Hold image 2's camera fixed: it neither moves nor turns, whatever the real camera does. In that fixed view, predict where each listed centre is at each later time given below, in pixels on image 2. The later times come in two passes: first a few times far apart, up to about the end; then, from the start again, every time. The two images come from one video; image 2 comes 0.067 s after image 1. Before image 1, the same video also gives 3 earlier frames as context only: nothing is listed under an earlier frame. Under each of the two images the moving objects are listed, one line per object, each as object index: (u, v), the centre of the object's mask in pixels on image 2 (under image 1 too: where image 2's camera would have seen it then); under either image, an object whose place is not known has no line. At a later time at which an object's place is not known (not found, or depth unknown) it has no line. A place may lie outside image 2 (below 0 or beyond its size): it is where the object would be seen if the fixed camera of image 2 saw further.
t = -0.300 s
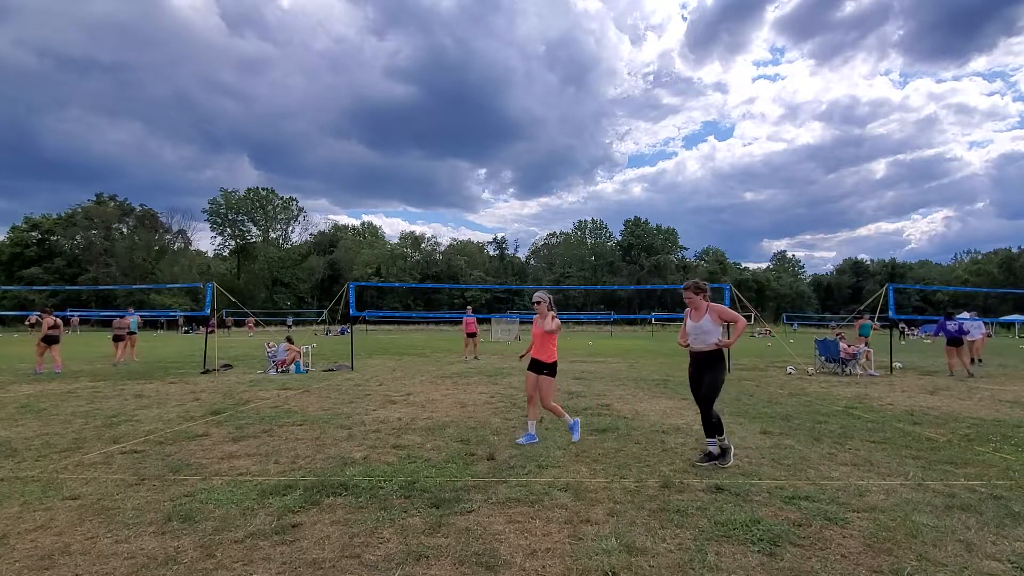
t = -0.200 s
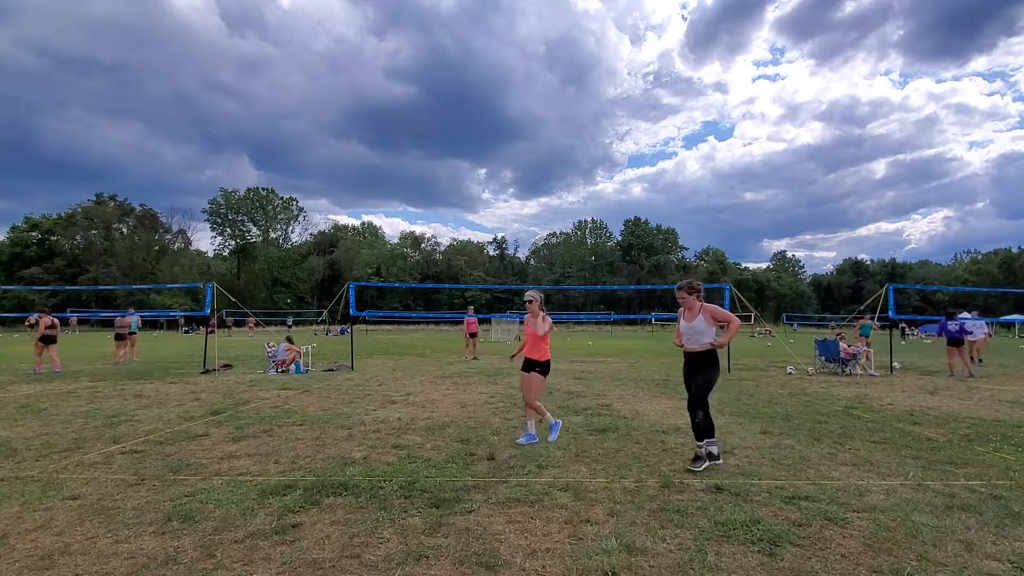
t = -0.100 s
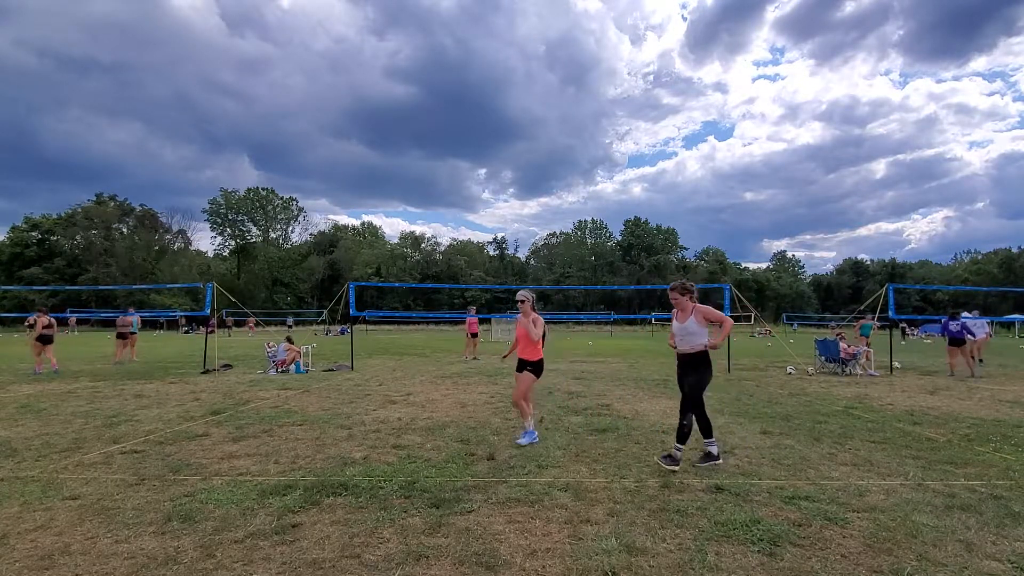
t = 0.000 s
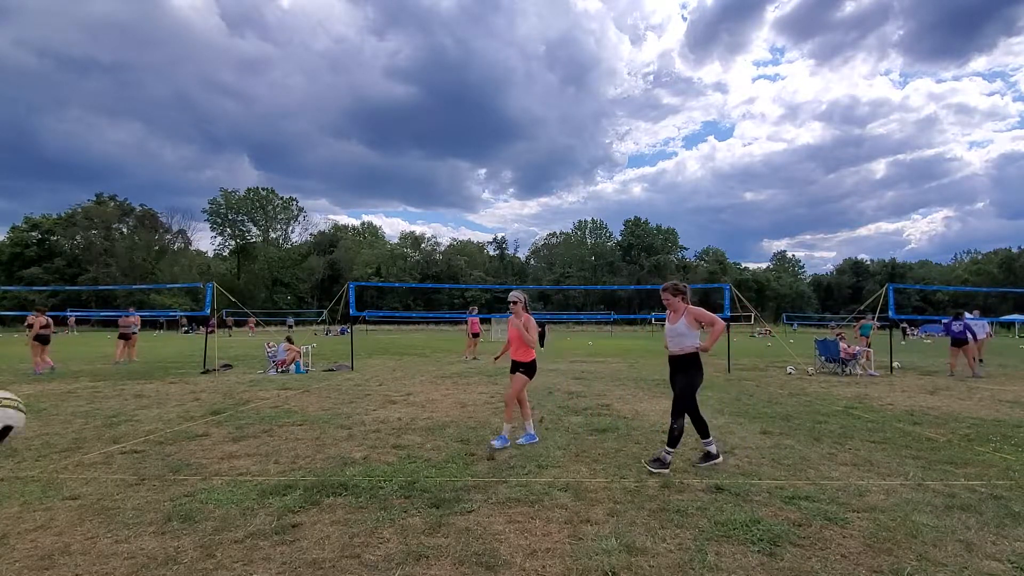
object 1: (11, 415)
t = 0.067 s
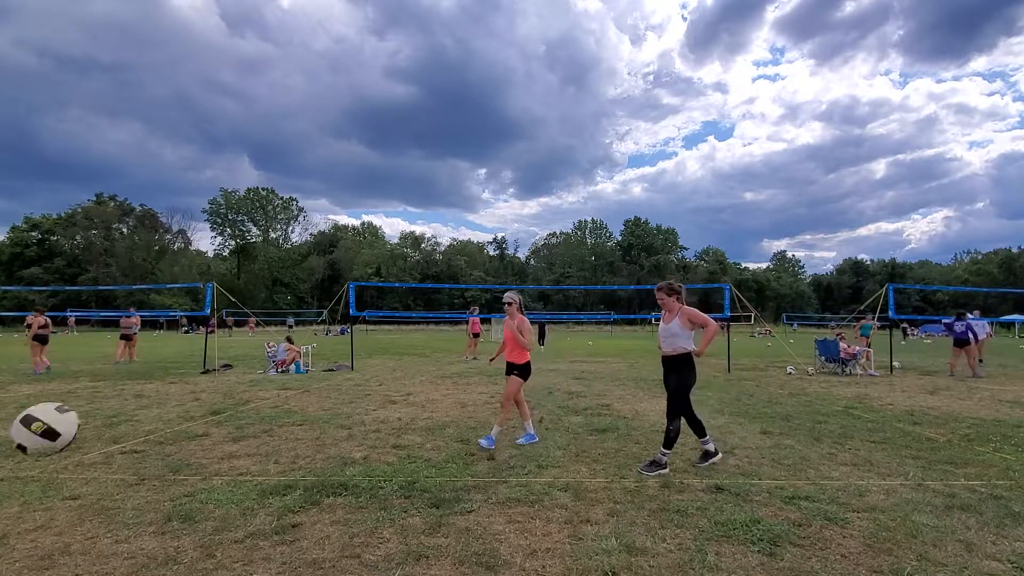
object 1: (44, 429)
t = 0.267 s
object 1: (171, 505)
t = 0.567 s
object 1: (296, 449)
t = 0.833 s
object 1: (363, 430)
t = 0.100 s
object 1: (71, 438)
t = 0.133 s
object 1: (94, 449)
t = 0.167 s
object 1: (115, 462)
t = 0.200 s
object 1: (135, 475)
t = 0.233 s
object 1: (155, 489)
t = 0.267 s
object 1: (171, 505)
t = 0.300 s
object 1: (188, 523)
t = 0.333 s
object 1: (204, 541)
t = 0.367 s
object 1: (218, 557)
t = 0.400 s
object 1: (234, 532)
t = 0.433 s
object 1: (246, 509)
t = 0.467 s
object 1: (261, 489)
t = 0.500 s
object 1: (272, 473)
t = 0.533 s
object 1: (284, 458)
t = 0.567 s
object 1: (296, 449)
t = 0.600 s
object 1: (306, 439)
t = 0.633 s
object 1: (316, 432)
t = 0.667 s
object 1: (324, 429)
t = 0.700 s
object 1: (333, 426)
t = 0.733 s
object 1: (341, 424)
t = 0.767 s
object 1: (348, 425)
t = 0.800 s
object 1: (356, 425)
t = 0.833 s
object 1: (363, 430)
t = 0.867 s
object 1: (370, 434)
